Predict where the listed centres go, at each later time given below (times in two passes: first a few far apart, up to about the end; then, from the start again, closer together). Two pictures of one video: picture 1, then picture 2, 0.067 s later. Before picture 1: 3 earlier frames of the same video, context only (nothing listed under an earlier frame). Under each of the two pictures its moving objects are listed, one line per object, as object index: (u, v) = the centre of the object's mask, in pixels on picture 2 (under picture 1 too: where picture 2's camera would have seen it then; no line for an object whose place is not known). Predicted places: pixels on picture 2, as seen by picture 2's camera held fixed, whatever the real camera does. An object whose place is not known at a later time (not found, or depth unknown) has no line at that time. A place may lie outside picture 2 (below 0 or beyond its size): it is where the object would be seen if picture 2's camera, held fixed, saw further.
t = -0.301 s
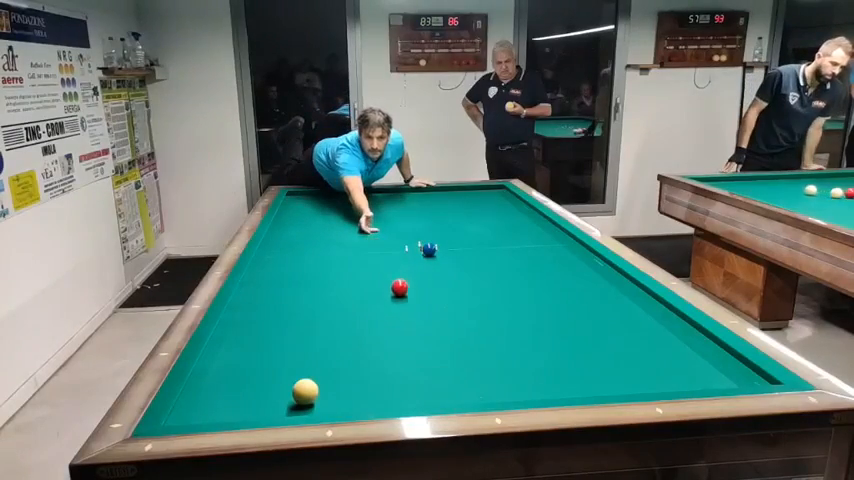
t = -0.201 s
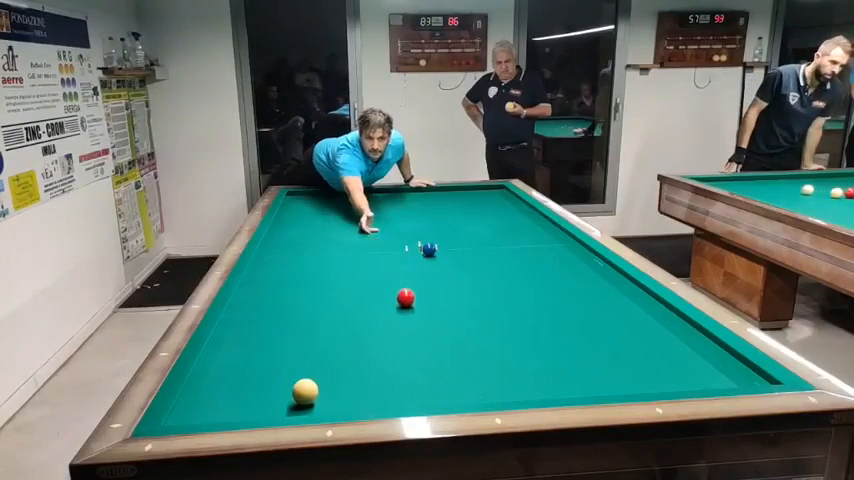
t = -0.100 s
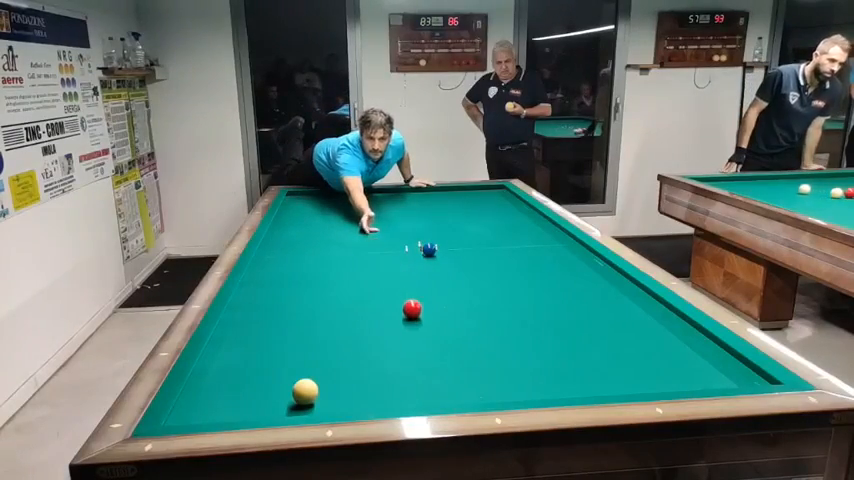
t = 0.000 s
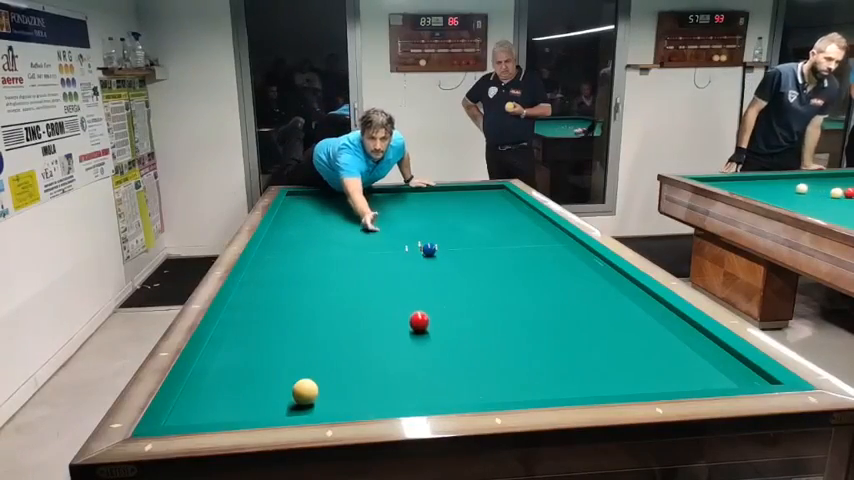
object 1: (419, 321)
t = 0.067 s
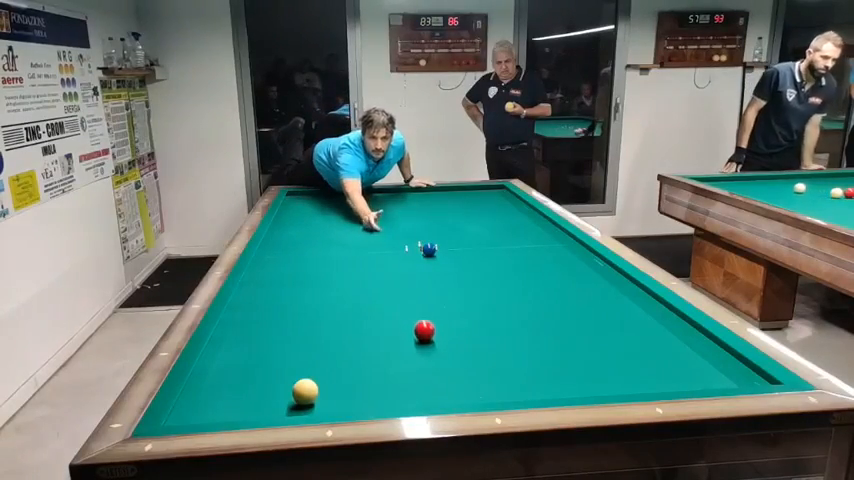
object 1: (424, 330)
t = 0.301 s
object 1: (446, 367)
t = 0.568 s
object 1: (462, 383)
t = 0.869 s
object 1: (457, 350)
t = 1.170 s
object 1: (455, 326)
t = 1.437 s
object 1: (453, 308)
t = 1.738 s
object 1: (451, 291)
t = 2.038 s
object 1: (450, 277)
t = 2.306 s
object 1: (448, 266)
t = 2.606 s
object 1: (447, 255)
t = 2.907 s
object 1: (446, 246)
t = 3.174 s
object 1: (445, 239)
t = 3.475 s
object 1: (444, 231)
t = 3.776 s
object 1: (444, 225)
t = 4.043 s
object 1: (443, 220)
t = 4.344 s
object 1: (443, 214)
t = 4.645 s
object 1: (443, 209)
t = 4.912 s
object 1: (442, 205)
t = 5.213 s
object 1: (442, 201)
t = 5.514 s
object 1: (442, 197)
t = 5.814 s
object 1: (442, 194)
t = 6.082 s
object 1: (442, 192)
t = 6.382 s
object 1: (442, 189)
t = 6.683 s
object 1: (442, 188)
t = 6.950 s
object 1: (444, 189)
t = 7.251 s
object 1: (447, 190)
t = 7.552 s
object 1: (449, 191)
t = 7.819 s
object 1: (451, 192)
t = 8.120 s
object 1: (453, 194)
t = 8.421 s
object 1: (455, 195)
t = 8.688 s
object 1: (457, 195)
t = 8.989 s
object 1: (459, 196)
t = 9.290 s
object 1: (460, 196)
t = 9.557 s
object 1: (462, 197)
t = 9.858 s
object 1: (463, 197)
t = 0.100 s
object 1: (427, 335)
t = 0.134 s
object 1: (430, 340)
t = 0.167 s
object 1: (433, 345)
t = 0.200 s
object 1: (436, 350)
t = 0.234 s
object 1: (439, 355)
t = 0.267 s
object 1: (442, 362)
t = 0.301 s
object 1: (446, 367)
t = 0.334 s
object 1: (449, 373)
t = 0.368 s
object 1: (453, 380)
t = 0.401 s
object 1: (457, 386)
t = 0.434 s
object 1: (461, 391)
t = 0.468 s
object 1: (464, 396)
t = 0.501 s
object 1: (464, 393)
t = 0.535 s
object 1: (463, 388)
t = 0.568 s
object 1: (462, 383)
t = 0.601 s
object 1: (461, 379)
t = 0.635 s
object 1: (460, 374)
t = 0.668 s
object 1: (460, 370)
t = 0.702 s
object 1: (459, 367)
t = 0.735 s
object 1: (459, 363)
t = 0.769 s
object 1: (459, 360)
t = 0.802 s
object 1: (458, 357)
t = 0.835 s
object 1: (458, 354)
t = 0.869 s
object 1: (457, 350)
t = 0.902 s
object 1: (457, 348)
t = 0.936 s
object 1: (457, 345)
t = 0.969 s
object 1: (457, 342)
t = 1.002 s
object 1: (456, 339)
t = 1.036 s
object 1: (456, 337)
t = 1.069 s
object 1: (456, 334)
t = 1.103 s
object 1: (456, 331)
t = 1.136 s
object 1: (455, 329)
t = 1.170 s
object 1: (455, 326)
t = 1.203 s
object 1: (455, 324)
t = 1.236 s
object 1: (454, 321)
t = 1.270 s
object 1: (454, 319)
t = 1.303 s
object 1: (454, 317)
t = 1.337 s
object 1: (454, 314)
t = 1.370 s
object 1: (453, 312)
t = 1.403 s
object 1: (453, 310)
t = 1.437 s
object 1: (453, 308)
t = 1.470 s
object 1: (453, 306)
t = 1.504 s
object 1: (453, 304)
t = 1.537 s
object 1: (453, 302)
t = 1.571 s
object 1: (452, 300)
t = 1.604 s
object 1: (452, 299)
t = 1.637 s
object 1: (452, 297)
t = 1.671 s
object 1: (452, 295)
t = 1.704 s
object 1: (452, 293)
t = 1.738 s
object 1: (451, 291)
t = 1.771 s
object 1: (451, 290)
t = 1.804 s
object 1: (451, 288)
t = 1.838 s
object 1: (451, 286)
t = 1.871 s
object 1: (450, 285)
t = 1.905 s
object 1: (450, 283)
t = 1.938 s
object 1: (450, 281)
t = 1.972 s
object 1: (450, 280)
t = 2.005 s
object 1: (450, 278)
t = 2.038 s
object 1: (450, 277)
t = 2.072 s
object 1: (450, 275)
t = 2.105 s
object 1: (449, 274)
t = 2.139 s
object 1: (449, 273)
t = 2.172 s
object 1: (449, 271)
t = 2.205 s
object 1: (449, 270)
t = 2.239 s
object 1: (449, 268)
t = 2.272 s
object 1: (449, 267)
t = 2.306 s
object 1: (448, 266)
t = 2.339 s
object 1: (448, 265)
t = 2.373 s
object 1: (448, 263)
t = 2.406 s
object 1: (448, 262)
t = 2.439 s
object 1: (448, 261)
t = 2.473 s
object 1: (448, 260)
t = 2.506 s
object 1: (448, 259)
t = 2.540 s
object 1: (448, 257)
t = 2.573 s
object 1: (447, 256)
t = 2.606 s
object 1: (447, 255)
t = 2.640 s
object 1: (447, 254)
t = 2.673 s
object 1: (447, 253)
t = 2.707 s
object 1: (447, 252)
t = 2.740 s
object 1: (447, 251)
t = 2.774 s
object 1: (446, 250)
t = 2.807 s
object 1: (446, 249)
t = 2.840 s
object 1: (446, 248)
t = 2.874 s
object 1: (446, 247)
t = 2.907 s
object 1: (446, 246)
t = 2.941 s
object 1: (446, 245)
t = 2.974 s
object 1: (446, 244)
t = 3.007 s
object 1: (446, 243)
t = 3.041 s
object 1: (446, 242)
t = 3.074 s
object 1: (446, 241)
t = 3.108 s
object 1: (446, 240)
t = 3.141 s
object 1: (445, 239)
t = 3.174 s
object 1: (445, 239)
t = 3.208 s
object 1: (445, 238)
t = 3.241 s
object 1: (445, 237)
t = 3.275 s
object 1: (445, 236)
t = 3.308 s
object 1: (445, 235)
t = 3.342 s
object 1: (445, 234)
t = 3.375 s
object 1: (445, 234)
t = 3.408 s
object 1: (445, 233)
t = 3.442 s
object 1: (445, 232)
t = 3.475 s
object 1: (444, 231)
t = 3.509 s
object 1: (445, 230)
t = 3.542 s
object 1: (444, 230)
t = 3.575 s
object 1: (444, 229)
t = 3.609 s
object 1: (444, 229)
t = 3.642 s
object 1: (444, 228)
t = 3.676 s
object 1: (444, 227)
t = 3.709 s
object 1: (444, 226)
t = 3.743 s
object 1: (444, 226)
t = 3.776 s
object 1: (444, 225)
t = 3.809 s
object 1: (444, 224)
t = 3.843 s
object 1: (444, 223)
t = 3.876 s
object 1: (444, 223)
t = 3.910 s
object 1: (444, 222)
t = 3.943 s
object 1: (443, 222)
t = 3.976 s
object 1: (443, 221)
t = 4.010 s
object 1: (443, 220)
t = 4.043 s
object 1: (443, 220)
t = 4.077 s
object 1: (443, 219)
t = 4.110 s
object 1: (443, 218)
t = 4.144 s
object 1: (443, 218)
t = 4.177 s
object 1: (443, 217)
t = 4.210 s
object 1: (443, 216)
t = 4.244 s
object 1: (443, 216)
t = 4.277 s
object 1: (443, 215)
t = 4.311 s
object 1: (443, 215)
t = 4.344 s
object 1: (443, 214)
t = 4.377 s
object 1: (443, 214)
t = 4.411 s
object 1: (443, 213)
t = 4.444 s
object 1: (443, 213)
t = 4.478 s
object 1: (443, 212)
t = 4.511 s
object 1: (443, 212)
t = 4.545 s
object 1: (443, 211)
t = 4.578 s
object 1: (443, 211)
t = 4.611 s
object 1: (443, 210)
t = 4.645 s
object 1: (443, 209)
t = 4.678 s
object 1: (443, 209)
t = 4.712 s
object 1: (443, 208)
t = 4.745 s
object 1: (443, 208)
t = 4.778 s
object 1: (443, 207)
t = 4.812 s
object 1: (442, 207)
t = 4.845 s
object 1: (442, 207)
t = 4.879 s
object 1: (443, 206)
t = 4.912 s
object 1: (442, 205)
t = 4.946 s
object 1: (443, 205)
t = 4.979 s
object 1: (443, 205)
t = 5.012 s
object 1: (443, 204)
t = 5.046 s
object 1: (443, 204)
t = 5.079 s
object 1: (443, 203)
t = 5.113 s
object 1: (442, 203)
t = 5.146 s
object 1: (442, 202)
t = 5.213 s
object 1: (442, 201)
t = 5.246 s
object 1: (442, 201)
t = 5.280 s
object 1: (442, 201)
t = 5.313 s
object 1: (442, 200)
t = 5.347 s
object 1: (442, 199)
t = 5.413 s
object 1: (442, 199)
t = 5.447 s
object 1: (442, 198)
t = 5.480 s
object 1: (442, 198)
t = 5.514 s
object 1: (442, 197)
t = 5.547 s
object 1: (442, 197)
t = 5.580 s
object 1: (442, 197)
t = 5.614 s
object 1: (442, 196)
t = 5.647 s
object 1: (442, 196)
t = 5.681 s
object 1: (442, 196)
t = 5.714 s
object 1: (442, 196)
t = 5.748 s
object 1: (442, 195)
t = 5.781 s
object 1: (442, 195)
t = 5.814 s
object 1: (442, 194)
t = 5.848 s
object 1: (442, 194)
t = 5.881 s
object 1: (442, 193)
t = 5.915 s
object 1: (442, 193)
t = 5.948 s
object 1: (442, 193)
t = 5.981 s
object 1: (442, 193)
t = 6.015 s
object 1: (442, 192)
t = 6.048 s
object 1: (442, 192)
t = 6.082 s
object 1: (442, 192)
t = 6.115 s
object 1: (442, 191)
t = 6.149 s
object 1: (441, 191)
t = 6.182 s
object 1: (441, 191)
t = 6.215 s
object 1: (442, 190)
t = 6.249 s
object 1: (442, 190)
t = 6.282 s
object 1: (442, 190)
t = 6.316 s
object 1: (441, 190)
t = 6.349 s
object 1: (441, 189)
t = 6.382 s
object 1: (442, 189)
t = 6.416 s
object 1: (442, 189)
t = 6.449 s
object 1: (442, 188)
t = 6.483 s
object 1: (442, 188)
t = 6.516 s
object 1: (442, 188)
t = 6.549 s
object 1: (442, 188)
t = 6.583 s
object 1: (442, 188)
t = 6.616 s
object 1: (442, 188)
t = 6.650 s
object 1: (442, 188)
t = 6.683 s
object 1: (442, 188)
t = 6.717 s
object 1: (443, 188)
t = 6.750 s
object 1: (443, 188)
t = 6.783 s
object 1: (443, 188)
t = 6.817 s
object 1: (443, 188)
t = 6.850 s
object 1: (443, 188)
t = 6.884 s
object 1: (443, 188)
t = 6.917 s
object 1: (444, 189)
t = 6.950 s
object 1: (444, 189)
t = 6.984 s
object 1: (444, 189)
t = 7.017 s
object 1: (444, 189)
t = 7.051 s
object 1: (445, 189)
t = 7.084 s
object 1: (445, 189)
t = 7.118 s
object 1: (445, 189)
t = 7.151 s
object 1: (445, 190)
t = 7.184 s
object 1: (446, 190)
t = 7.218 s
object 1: (446, 190)
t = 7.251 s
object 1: (447, 190)
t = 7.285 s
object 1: (447, 190)
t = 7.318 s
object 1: (447, 191)
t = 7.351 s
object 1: (447, 191)
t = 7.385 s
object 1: (448, 191)
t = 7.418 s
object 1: (448, 191)
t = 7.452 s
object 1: (448, 191)
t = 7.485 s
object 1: (449, 191)
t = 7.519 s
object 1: (449, 191)
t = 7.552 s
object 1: (449, 191)
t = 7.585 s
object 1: (449, 192)
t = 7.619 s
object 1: (450, 192)
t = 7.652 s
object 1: (450, 192)
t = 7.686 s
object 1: (450, 192)
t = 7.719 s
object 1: (451, 192)
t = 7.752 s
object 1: (451, 192)
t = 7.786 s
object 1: (451, 192)
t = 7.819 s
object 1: (451, 192)
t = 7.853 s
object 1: (451, 193)
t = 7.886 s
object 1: (452, 193)
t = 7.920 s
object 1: (452, 193)
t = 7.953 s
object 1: (452, 193)
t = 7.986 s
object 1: (453, 193)
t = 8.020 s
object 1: (452, 193)
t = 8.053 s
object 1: (453, 193)
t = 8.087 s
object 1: (453, 193)
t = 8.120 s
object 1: (453, 194)
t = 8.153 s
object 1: (454, 194)
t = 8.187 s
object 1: (454, 194)
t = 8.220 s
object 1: (454, 194)
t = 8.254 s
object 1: (454, 194)
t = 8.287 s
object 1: (455, 194)
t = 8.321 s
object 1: (455, 194)
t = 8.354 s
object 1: (455, 194)
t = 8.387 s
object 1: (455, 195)
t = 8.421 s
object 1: (455, 195)
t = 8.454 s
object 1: (456, 195)
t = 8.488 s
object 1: (456, 195)
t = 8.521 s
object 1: (456, 195)
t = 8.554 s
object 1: (456, 195)
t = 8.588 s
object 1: (456, 195)
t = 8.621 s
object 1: (457, 195)
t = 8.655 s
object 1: (457, 195)
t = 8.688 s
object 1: (457, 195)
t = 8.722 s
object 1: (458, 195)
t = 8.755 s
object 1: (458, 195)
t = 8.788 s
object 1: (458, 196)
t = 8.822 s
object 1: (458, 196)
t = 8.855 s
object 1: (458, 196)
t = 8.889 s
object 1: (458, 196)
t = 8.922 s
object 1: (458, 196)
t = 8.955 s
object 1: (458, 196)
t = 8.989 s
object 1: (459, 196)
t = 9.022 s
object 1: (459, 196)
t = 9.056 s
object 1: (459, 196)
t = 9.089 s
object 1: (459, 196)
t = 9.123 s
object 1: (460, 196)
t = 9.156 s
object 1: (460, 196)
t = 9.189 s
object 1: (460, 196)
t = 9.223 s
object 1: (460, 196)
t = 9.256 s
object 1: (460, 196)
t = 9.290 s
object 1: (460, 196)
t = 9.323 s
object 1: (461, 196)
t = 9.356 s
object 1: (461, 196)
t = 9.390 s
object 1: (461, 197)
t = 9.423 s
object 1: (461, 197)
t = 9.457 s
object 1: (461, 197)
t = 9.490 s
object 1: (461, 197)
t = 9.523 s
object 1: (461, 197)
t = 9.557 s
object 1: (462, 197)
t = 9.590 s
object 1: (462, 197)
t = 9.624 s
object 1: (462, 197)
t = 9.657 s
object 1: (462, 197)
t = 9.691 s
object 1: (462, 197)
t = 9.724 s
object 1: (462, 197)
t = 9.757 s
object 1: (462, 197)
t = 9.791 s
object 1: (463, 197)
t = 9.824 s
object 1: (463, 197)
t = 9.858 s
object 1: (463, 197)
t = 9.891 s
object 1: (463, 197)
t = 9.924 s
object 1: (463, 198)
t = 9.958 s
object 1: (463, 198)
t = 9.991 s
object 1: (463, 198)
